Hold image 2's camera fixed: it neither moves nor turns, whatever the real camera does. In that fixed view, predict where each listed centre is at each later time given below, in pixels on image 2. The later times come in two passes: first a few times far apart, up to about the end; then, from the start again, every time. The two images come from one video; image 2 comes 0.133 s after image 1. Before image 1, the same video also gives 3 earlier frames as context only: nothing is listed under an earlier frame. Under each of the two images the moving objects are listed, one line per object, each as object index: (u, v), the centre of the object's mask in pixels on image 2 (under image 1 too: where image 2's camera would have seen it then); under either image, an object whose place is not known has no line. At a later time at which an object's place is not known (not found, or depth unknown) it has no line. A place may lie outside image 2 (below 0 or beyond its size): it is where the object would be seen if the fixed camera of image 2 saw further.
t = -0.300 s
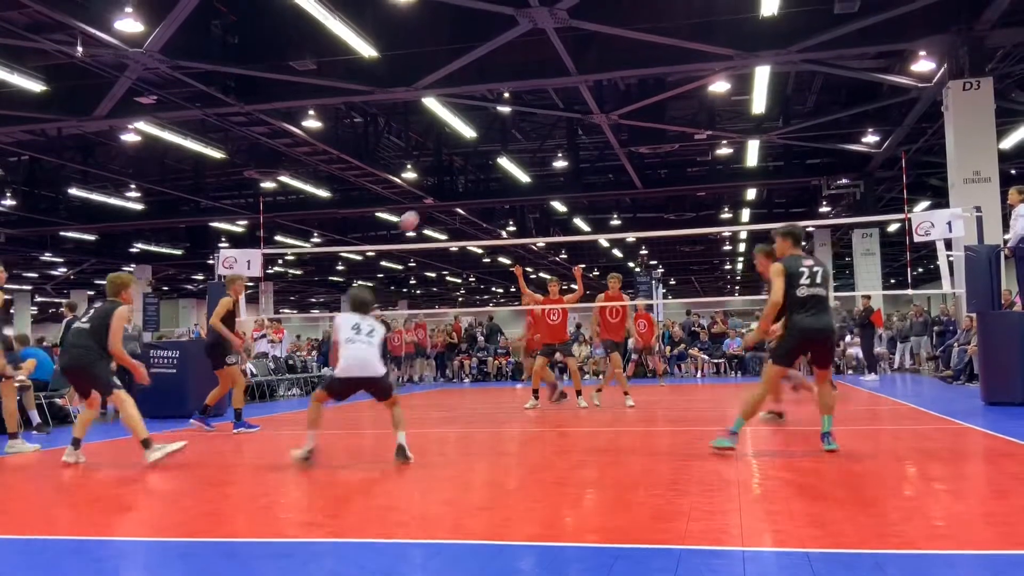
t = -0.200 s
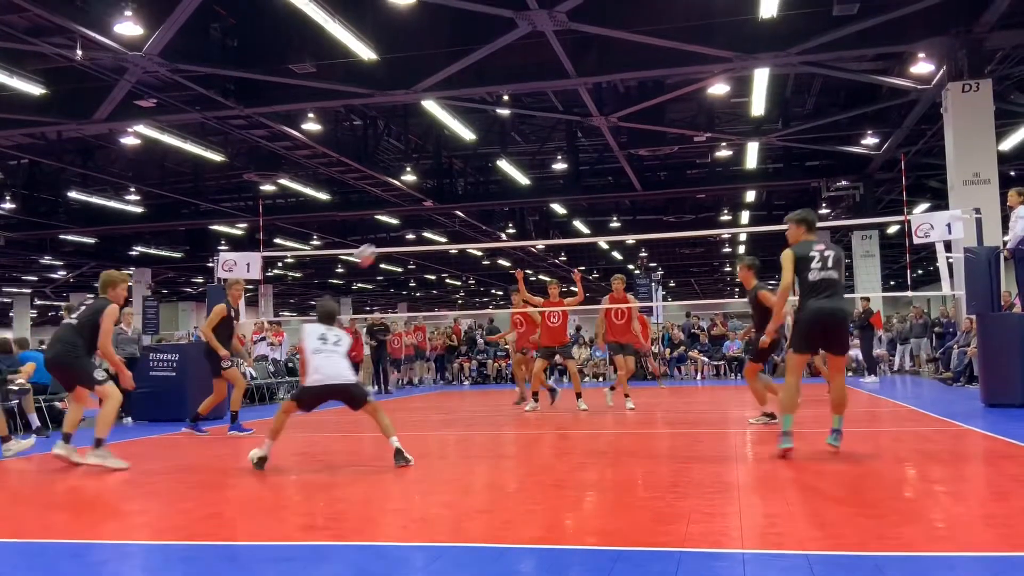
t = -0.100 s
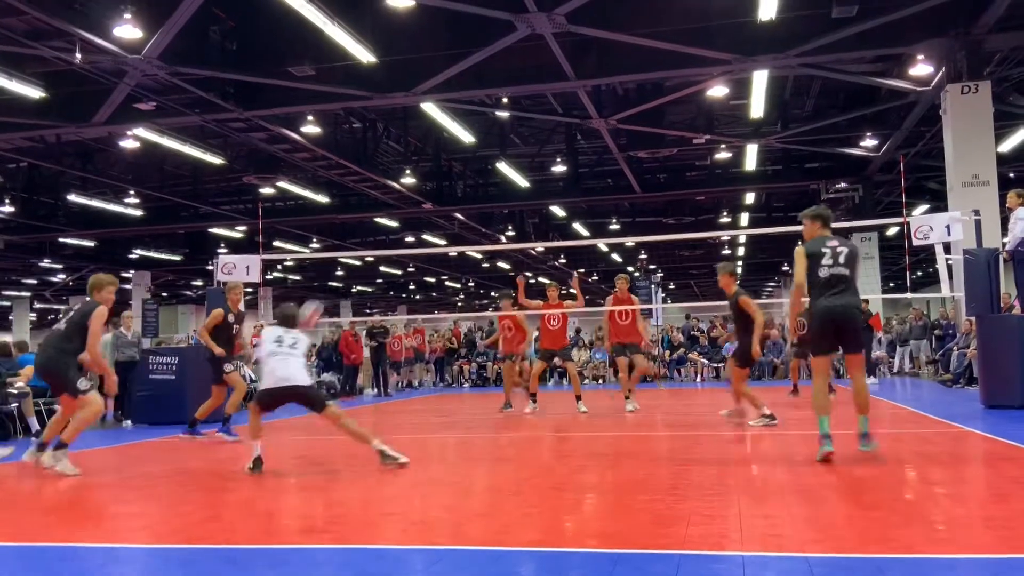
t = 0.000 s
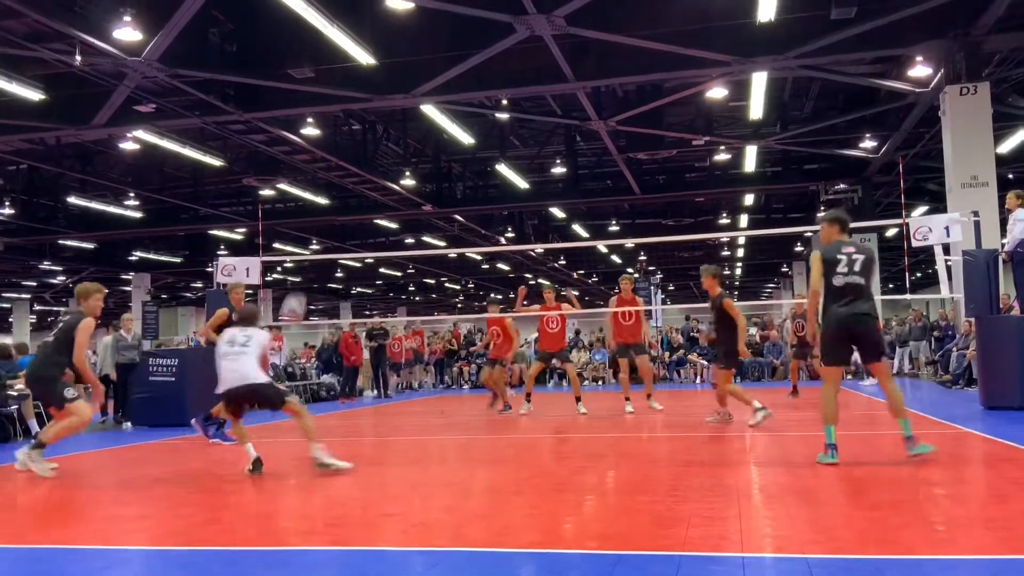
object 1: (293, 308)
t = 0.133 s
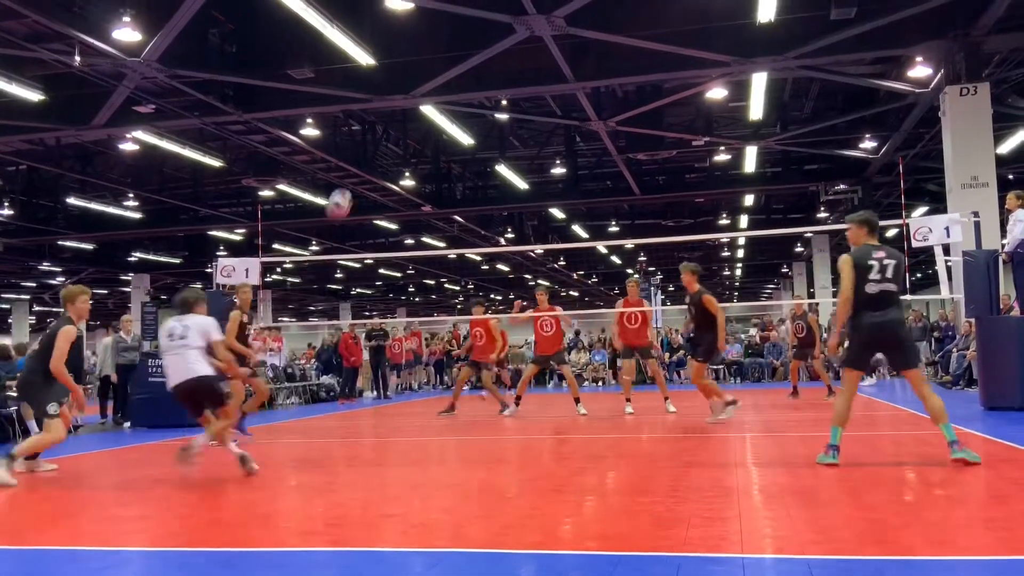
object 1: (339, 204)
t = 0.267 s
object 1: (381, 126)
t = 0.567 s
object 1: (464, 29)
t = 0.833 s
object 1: (529, 20)
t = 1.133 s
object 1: (596, 76)
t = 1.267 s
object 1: (624, 121)
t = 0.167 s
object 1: (350, 182)
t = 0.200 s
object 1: (361, 161)
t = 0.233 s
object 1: (371, 143)
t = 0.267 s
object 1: (381, 126)
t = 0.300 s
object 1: (391, 110)
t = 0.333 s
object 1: (401, 95)
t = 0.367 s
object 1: (410, 82)
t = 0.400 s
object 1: (419, 71)
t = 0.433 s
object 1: (428, 60)
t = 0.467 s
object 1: (437, 50)
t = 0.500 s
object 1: (446, 42)
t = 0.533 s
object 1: (455, 35)
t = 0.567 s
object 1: (464, 29)
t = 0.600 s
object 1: (472, 25)
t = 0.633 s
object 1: (480, 21)
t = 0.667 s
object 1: (489, 18)
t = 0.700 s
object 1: (497, 17)
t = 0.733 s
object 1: (505, 16)
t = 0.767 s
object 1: (513, 16)
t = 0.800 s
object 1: (521, 17)
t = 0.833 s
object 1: (529, 20)
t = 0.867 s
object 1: (536, 22)
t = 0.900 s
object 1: (544, 26)
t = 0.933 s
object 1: (552, 31)
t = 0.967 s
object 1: (559, 37)
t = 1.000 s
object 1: (567, 43)
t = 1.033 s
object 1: (574, 50)
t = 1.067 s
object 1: (581, 58)
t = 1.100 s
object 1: (589, 67)
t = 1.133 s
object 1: (596, 76)
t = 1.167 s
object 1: (603, 87)
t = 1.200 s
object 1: (610, 97)
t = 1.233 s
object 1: (617, 110)
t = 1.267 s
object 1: (624, 121)
